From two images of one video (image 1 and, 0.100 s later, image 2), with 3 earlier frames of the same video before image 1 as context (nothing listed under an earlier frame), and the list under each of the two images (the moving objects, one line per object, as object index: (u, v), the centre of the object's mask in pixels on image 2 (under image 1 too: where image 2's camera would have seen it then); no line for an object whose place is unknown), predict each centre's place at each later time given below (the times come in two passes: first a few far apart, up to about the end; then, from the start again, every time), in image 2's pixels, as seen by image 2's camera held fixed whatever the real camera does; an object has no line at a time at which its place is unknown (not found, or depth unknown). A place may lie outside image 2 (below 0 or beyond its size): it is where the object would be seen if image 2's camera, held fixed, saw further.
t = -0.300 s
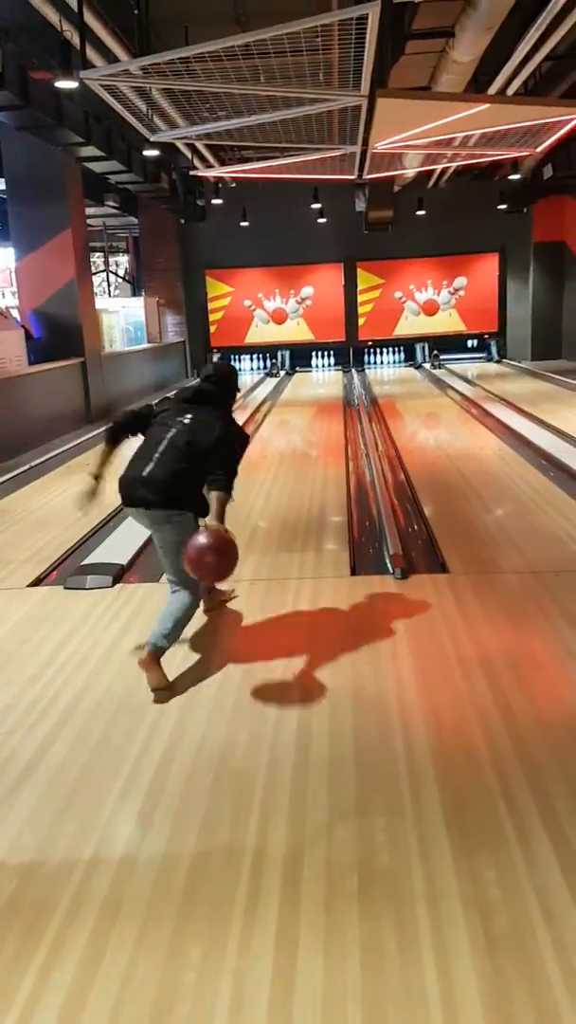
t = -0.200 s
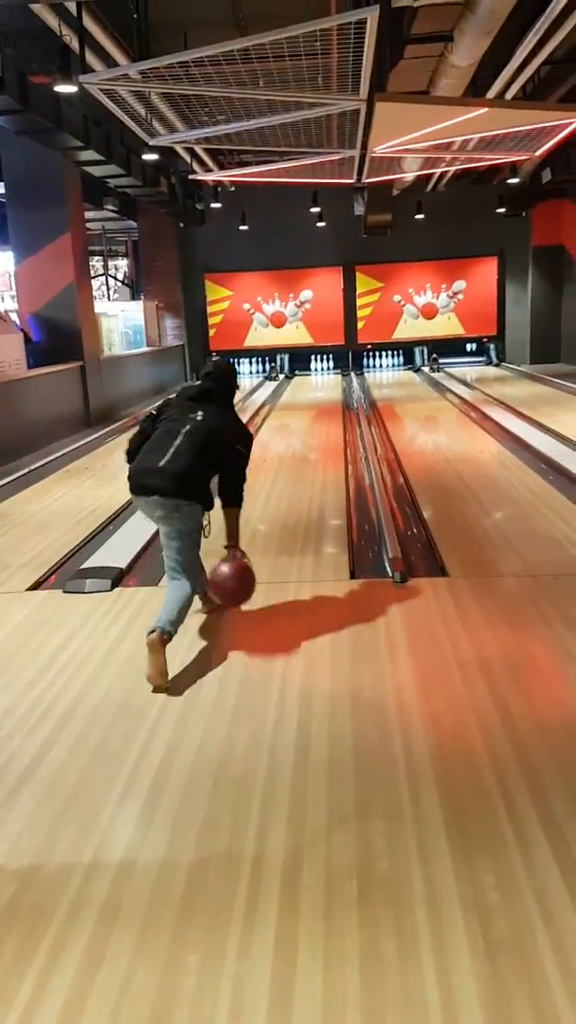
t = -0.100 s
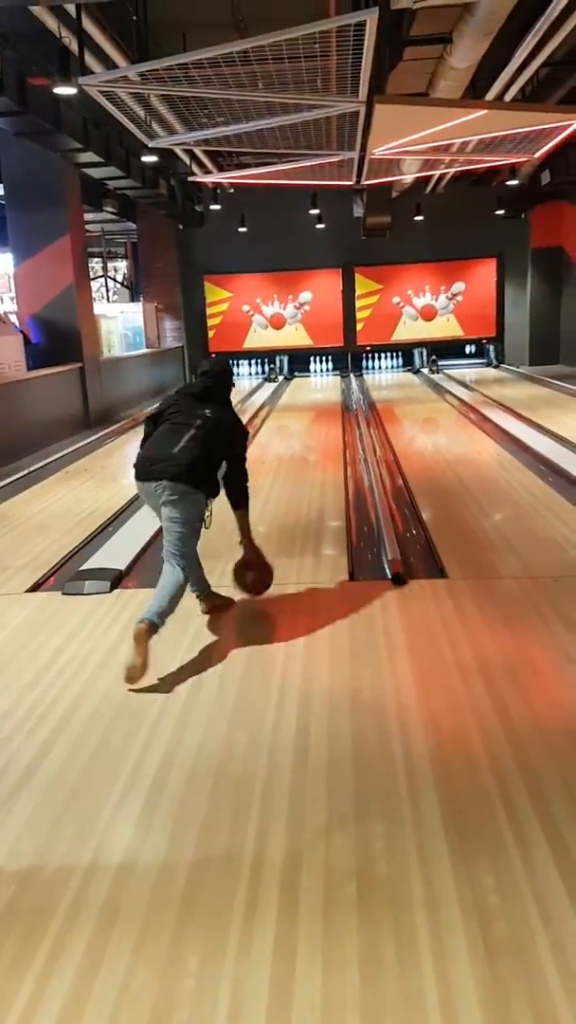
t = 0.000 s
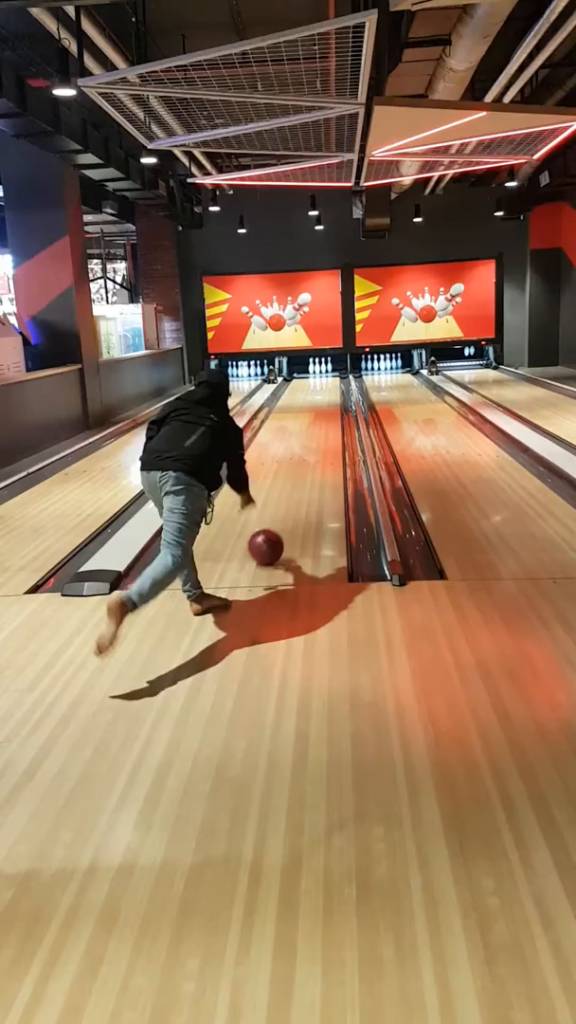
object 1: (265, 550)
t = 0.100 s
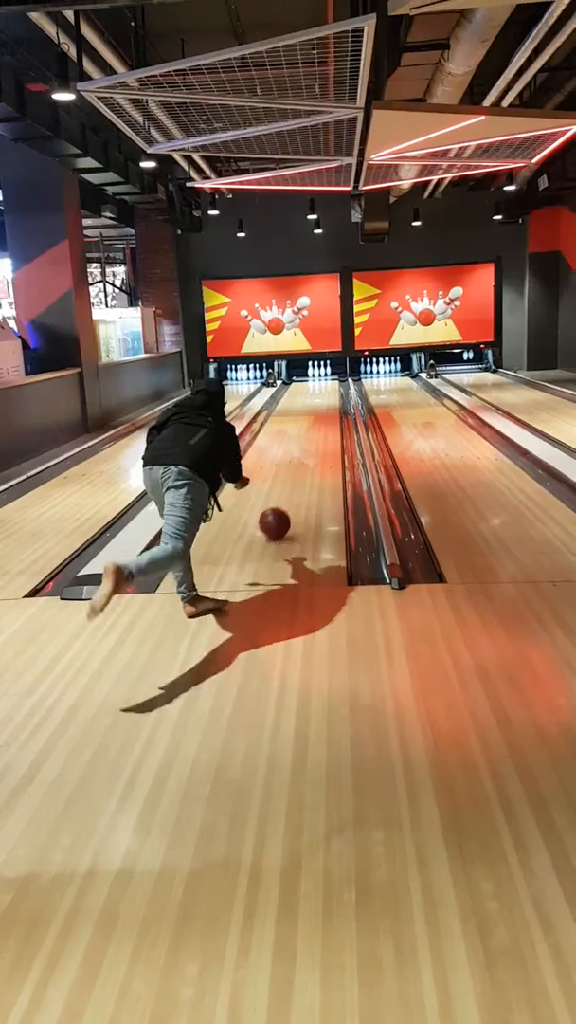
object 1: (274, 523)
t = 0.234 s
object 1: (284, 496)
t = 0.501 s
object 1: (296, 458)
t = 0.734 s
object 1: (302, 437)
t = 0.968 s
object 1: (307, 421)
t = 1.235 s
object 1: (311, 409)
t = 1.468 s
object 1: (313, 400)
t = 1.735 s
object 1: (314, 392)
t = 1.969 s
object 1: (314, 386)
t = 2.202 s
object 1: (315, 382)
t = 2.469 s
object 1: (314, 378)
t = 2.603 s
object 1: (314, 376)
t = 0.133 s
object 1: (277, 515)
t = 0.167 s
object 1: (280, 508)
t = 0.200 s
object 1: (282, 502)
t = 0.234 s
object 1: (284, 496)
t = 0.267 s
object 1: (286, 490)
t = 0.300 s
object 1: (288, 485)
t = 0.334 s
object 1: (289, 479)
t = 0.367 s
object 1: (291, 474)
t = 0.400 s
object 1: (292, 470)
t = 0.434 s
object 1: (293, 466)
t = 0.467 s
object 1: (295, 462)
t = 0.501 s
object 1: (296, 458)
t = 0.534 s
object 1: (297, 455)
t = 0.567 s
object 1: (298, 451)
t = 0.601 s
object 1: (299, 448)
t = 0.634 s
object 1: (300, 445)
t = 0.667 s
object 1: (301, 442)
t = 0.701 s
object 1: (302, 440)
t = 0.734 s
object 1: (302, 437)
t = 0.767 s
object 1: (303, 434)
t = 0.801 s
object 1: (304, 432)
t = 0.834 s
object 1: (304, 430)
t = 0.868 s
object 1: (305, 427)
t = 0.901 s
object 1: (306, 425)
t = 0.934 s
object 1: (306, 423)
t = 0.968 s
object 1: (307, 421)
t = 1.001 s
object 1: (307, 420)
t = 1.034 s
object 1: (308, 418)
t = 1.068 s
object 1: (308, 416)
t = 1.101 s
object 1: (309, 414)
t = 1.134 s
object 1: (309, 413)
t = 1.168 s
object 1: (310, 411)
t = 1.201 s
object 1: (310, 410)
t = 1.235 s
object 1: (311, 409)
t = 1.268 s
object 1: (311, 407)
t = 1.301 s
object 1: (311, 406)
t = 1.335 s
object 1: (311, 405)
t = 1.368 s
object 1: (312, 403)
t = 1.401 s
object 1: (312, 402)
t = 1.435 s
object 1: (312, 401)
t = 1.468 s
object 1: (313, 400)
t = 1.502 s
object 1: (313, 399)
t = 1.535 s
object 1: (313, 398)
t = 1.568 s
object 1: (313, 397)
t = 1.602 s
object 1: (313, 396)
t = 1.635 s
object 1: (313, 395)
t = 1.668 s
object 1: (314, 394)
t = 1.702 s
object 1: (314, 393)
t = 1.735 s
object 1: (314, 392)
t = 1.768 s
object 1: (314, 391)
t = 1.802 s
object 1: (314, 390)
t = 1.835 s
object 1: (314, 389)
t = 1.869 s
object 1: (314, 389)
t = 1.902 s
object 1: (314, 388)
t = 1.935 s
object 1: (314, 387)
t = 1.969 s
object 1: (314, 386)
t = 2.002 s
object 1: (314, 386)
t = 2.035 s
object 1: (314, 385)
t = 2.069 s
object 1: (314, 385)
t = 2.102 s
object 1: (314, 384)
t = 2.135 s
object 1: (314, 384)
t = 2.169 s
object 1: (315, 383)
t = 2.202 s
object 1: (315, 382)
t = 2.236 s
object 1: (314, 382)
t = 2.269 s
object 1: (314, 382)
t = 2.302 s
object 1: (314, 381)
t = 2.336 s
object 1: (314, 380)
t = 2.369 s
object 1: (314, 380)
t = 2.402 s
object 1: (314, 379)
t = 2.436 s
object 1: (314, 379)
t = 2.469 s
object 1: (314, 378)
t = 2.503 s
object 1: (314, 378)
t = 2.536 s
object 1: (314, 377)
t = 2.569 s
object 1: (314, 377)
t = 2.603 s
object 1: (314, 376)
